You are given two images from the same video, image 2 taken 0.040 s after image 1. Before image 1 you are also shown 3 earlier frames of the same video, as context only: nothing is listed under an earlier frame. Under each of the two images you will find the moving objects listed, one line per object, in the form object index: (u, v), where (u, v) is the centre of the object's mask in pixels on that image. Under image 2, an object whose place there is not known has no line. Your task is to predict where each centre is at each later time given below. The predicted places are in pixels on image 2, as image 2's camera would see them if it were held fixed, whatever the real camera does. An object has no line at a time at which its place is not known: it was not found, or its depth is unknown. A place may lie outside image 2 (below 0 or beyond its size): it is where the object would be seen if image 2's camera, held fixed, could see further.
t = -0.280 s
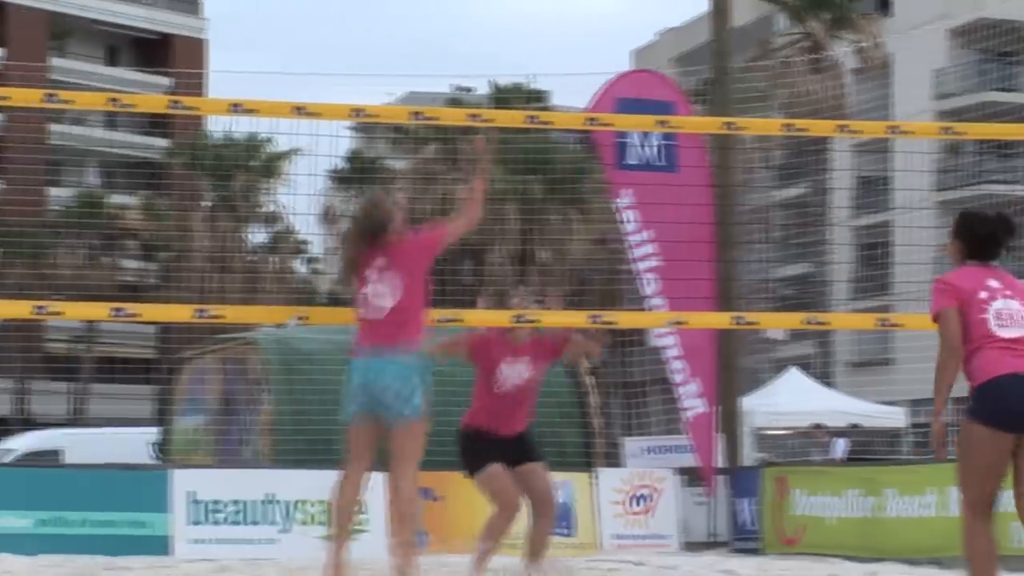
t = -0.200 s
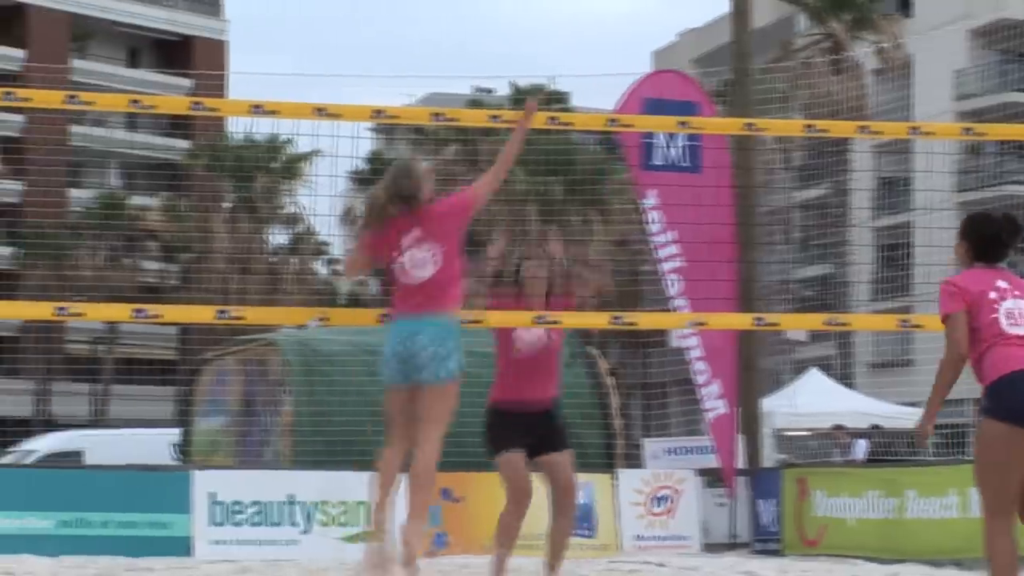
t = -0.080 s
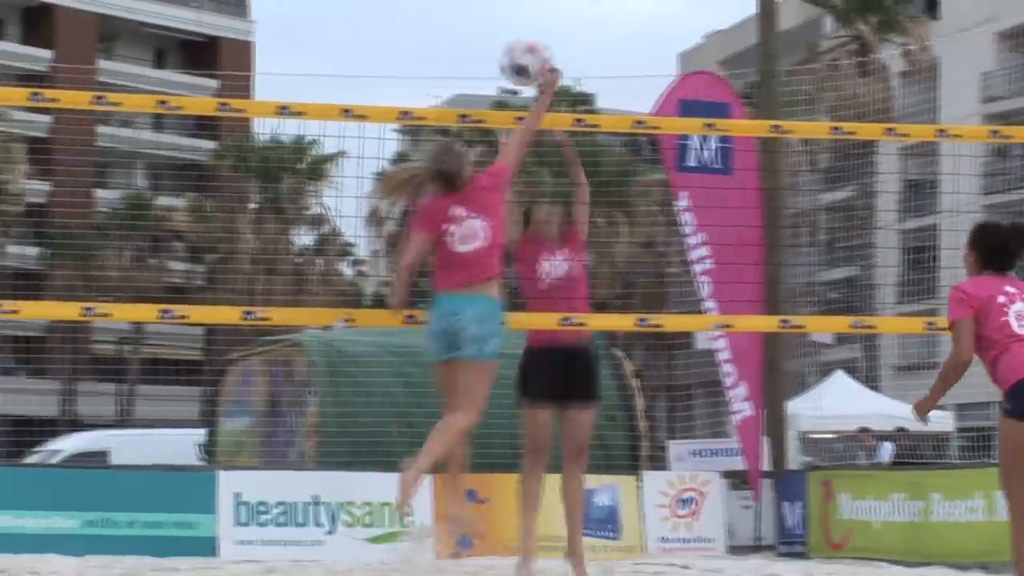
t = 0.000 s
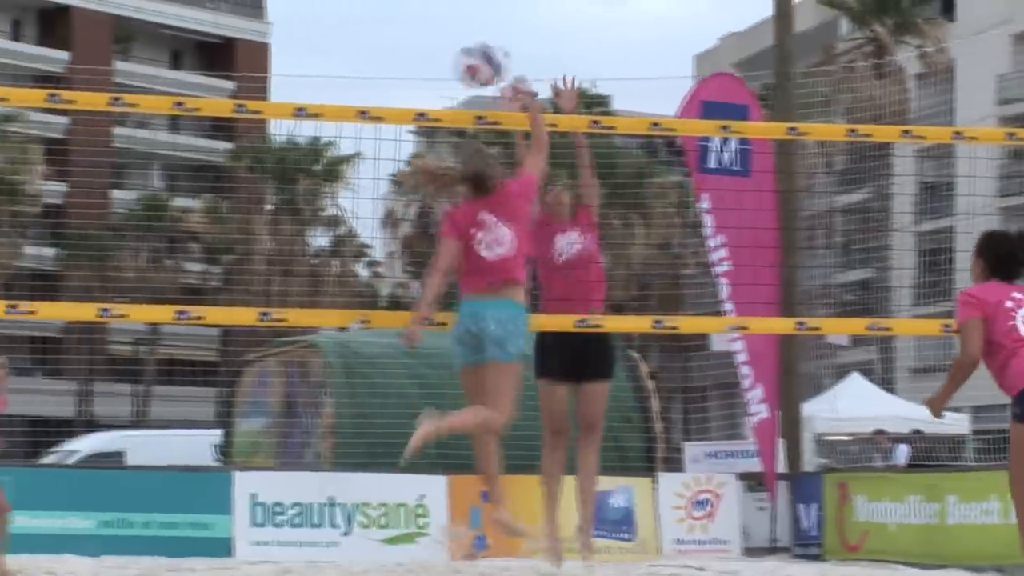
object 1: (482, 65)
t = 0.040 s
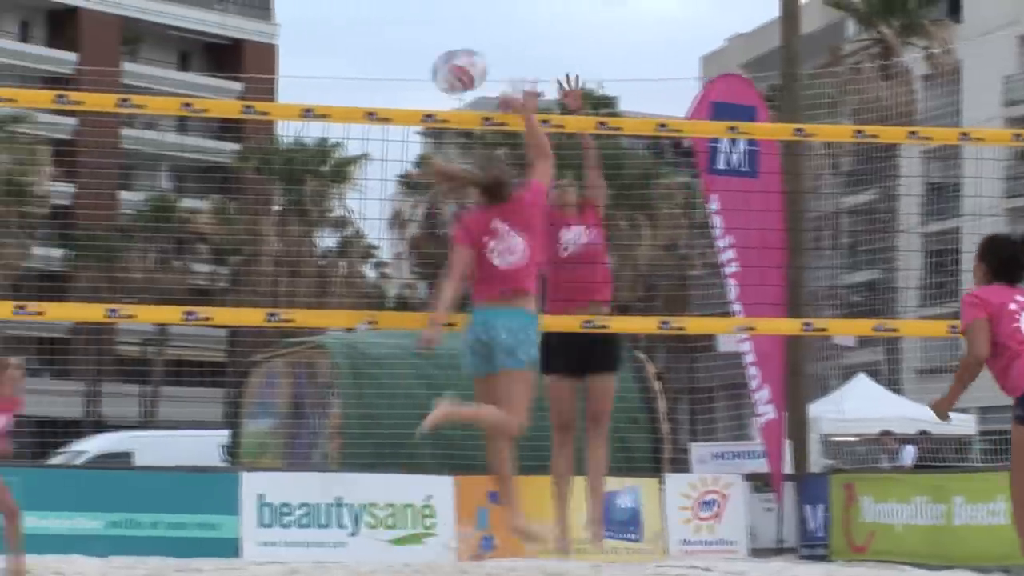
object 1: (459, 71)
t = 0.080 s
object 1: (430, 80)
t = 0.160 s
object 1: (377, 96)
